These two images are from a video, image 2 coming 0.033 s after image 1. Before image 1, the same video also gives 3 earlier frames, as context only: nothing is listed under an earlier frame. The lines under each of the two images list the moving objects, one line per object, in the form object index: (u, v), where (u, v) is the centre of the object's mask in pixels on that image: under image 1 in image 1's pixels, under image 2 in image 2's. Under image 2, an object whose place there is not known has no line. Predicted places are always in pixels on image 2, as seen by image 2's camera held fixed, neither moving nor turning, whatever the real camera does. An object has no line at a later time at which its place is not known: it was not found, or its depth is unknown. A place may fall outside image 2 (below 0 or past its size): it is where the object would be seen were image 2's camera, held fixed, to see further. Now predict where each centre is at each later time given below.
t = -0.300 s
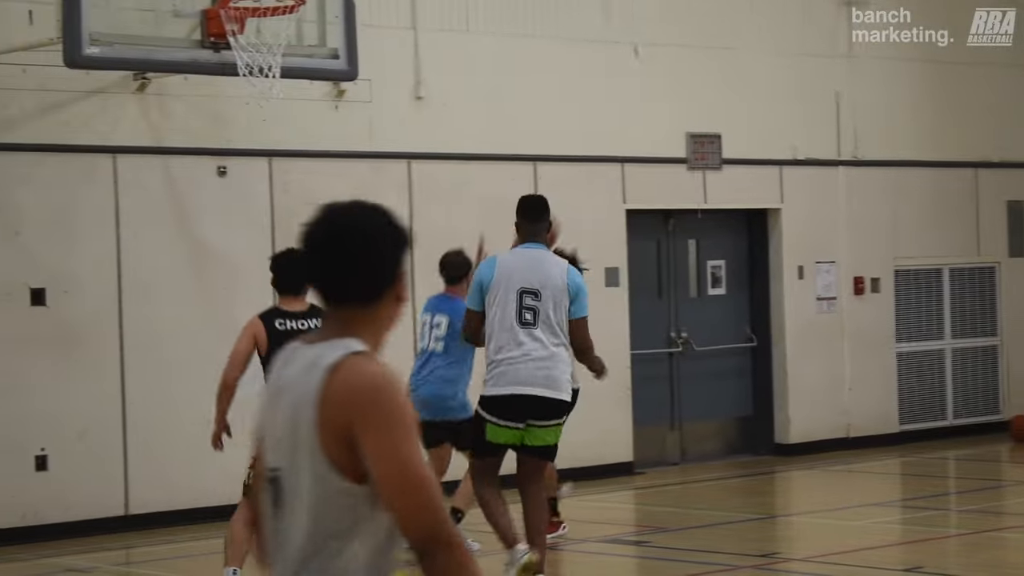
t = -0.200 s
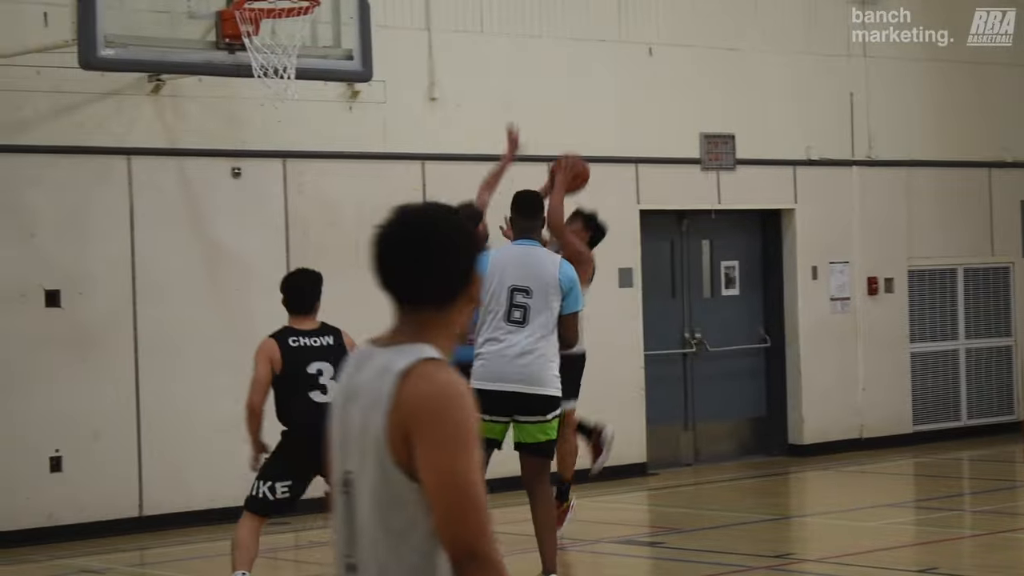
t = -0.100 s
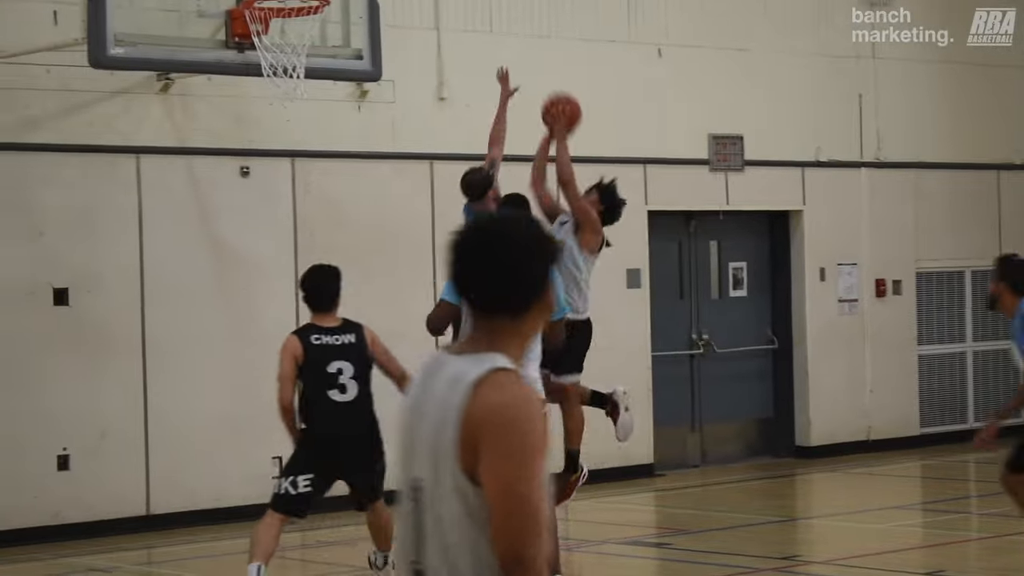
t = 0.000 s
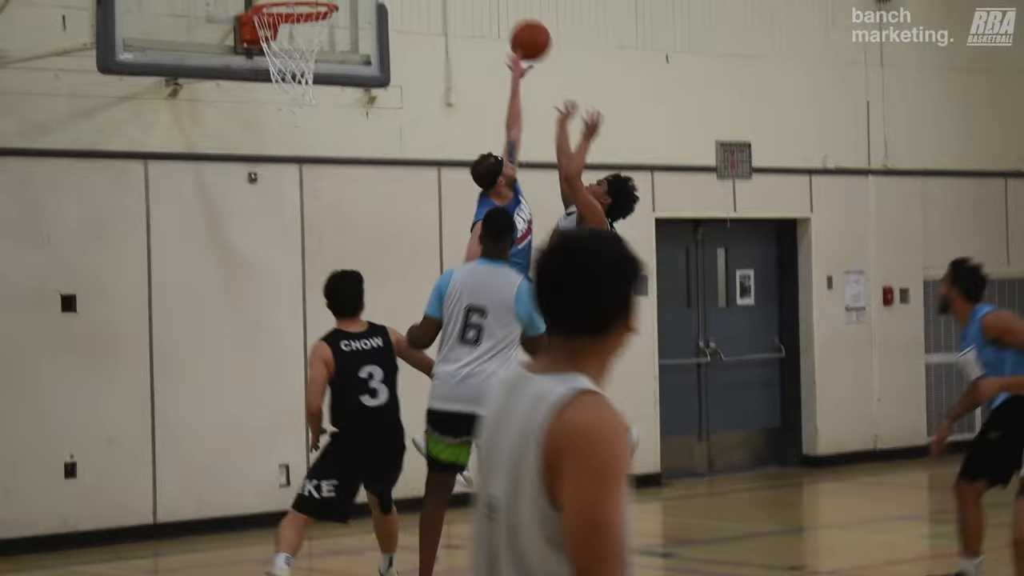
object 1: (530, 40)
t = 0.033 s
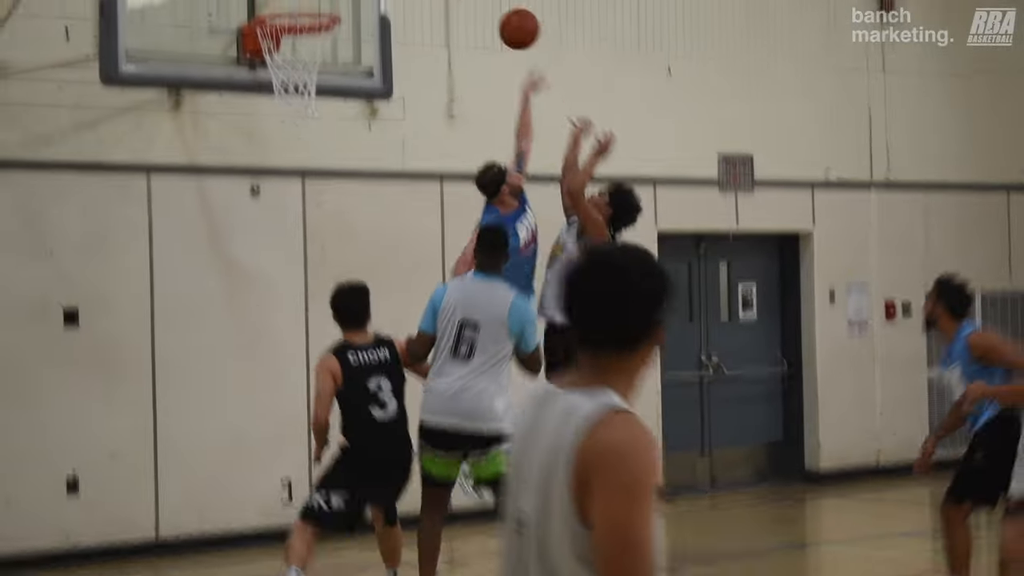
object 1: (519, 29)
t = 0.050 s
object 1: (511, 16)
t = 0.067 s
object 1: (504, 4)
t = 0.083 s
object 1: (497, -7)
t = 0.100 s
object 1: (490, -17)
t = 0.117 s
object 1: (483, -27)
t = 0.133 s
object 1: (476, -37)
